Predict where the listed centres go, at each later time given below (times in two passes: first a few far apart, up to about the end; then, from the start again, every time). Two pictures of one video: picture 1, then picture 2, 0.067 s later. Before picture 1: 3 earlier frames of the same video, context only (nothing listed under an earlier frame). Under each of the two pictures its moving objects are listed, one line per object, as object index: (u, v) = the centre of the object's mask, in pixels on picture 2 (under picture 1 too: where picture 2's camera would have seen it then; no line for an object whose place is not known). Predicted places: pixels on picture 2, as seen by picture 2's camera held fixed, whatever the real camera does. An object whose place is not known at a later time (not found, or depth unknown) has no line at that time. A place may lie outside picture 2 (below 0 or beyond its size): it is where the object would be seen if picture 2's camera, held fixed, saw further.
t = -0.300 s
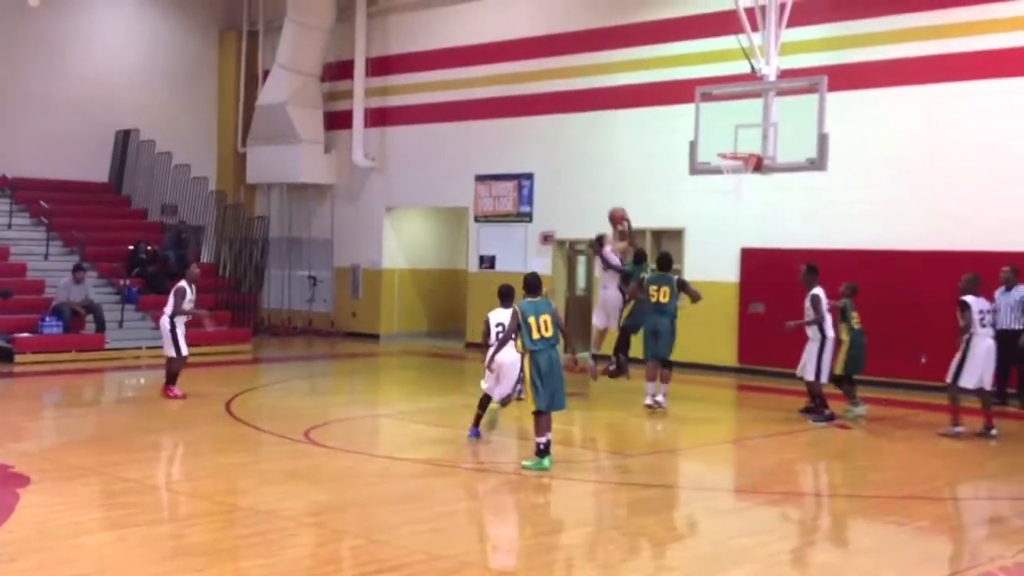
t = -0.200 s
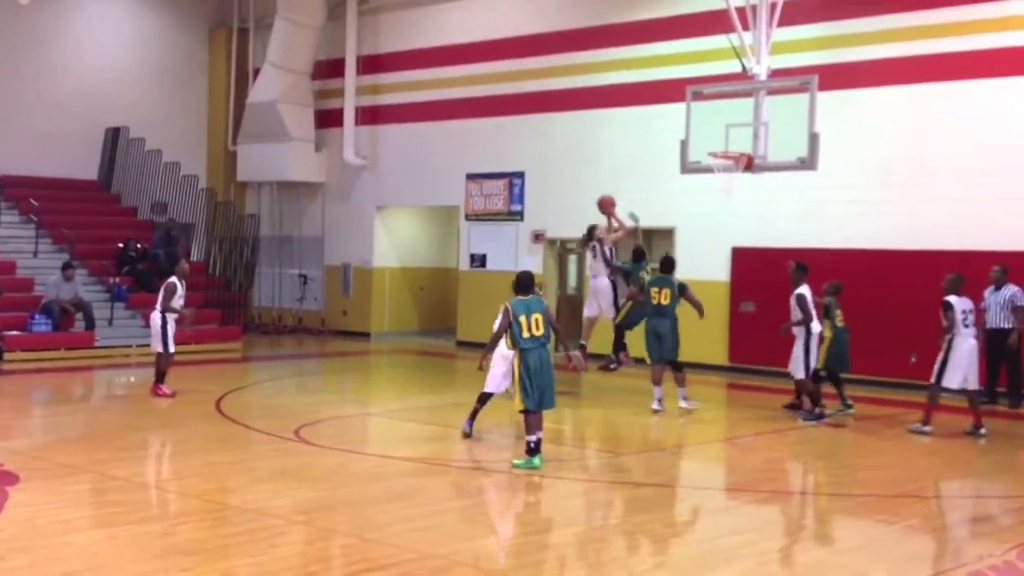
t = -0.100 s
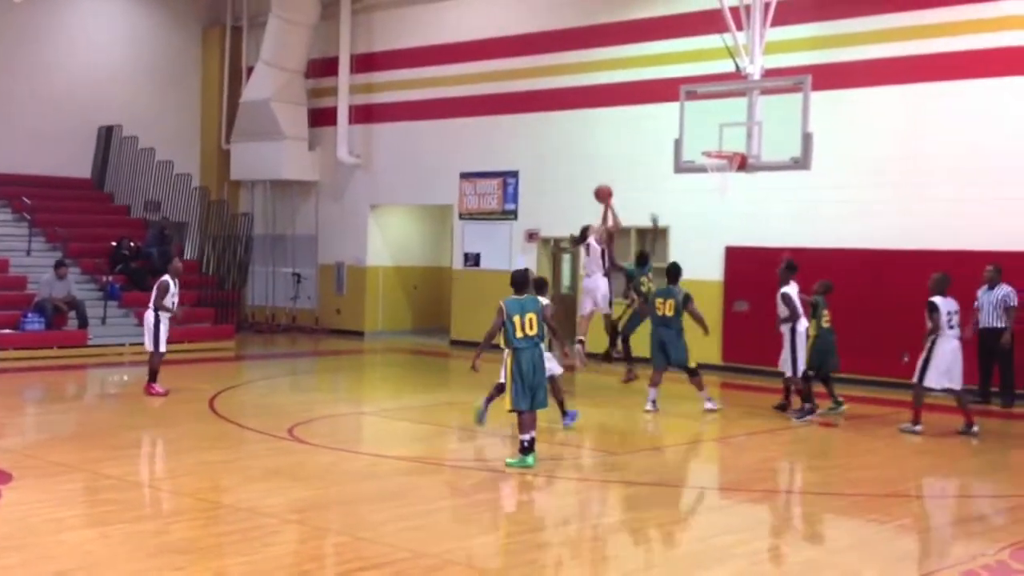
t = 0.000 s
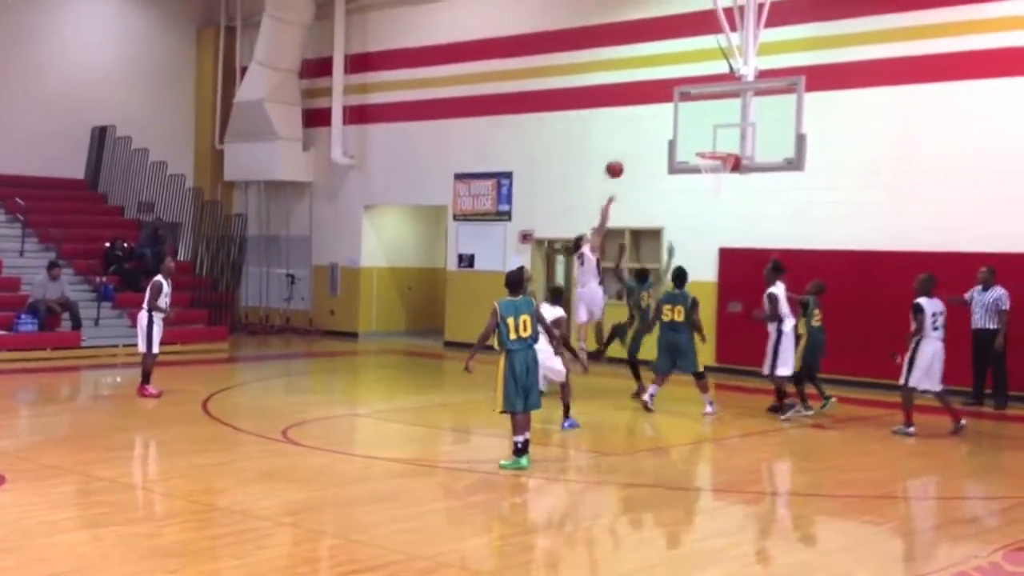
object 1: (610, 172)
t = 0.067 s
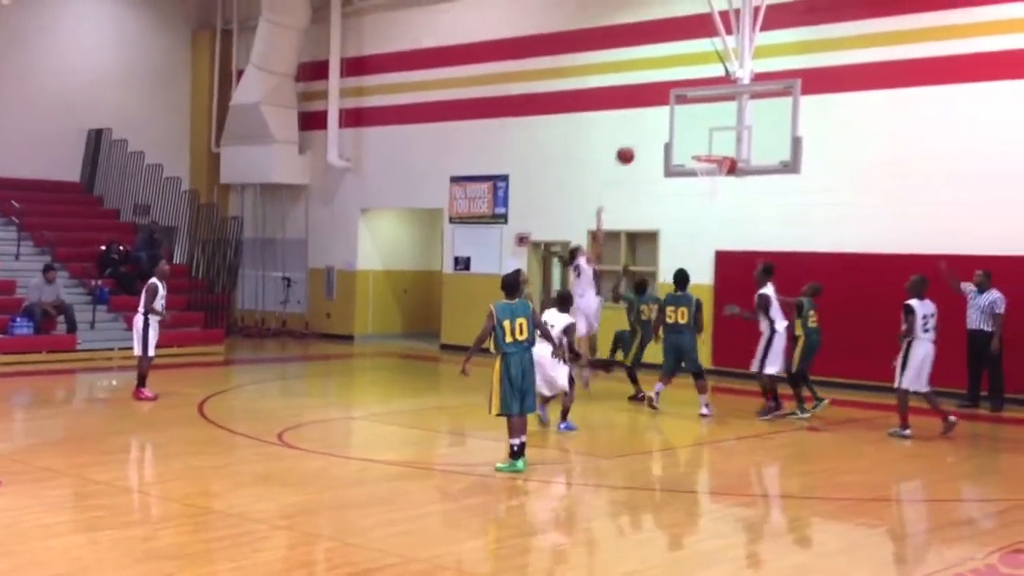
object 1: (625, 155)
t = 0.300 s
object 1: (676, 123)
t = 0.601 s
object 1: (721, 142)
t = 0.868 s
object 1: (704, 147)
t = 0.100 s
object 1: (632, 148)
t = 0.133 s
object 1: (639, 142)
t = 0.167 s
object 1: (647, 136)
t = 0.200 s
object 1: (654, 132)
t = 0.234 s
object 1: (662, 128)
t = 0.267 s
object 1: (669, 125)
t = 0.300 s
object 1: (676, 123)
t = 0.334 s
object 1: (684, 122)
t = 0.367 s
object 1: (691, 122)
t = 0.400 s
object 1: (698, 122)
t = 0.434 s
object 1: (706, 124)
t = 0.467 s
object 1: (713, 126)
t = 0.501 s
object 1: (717, 129)
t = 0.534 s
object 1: (719, 132)
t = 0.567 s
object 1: (720, 136)
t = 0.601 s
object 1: (721, 142)
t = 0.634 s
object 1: (722, 148)
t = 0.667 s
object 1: (720, 150)
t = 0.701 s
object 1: (713, 151)
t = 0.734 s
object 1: (706, 154)
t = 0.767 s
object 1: (705, 151)
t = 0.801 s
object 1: (703, 149)
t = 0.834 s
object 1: (702, 148)
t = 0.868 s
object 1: (704, 147)
